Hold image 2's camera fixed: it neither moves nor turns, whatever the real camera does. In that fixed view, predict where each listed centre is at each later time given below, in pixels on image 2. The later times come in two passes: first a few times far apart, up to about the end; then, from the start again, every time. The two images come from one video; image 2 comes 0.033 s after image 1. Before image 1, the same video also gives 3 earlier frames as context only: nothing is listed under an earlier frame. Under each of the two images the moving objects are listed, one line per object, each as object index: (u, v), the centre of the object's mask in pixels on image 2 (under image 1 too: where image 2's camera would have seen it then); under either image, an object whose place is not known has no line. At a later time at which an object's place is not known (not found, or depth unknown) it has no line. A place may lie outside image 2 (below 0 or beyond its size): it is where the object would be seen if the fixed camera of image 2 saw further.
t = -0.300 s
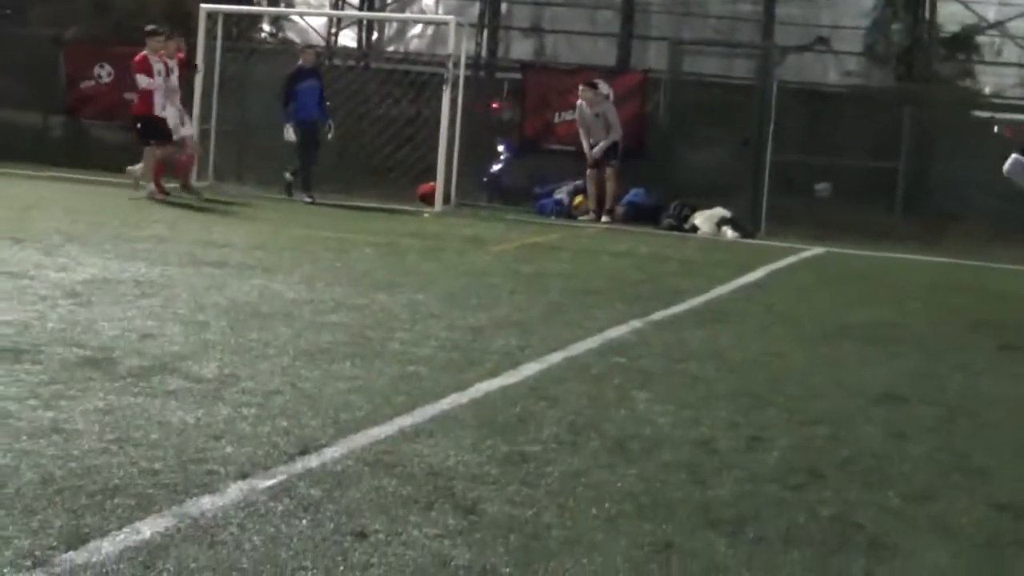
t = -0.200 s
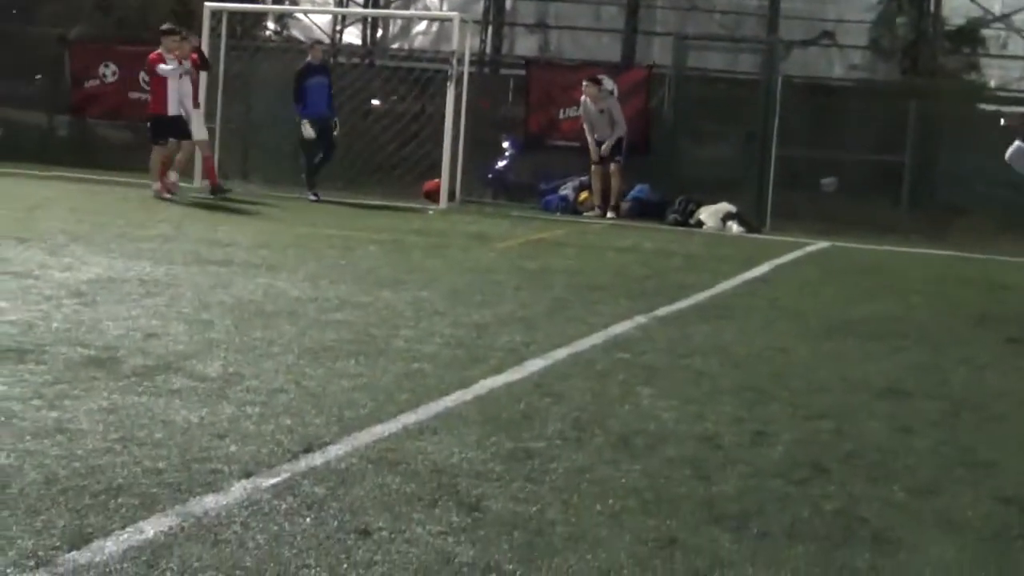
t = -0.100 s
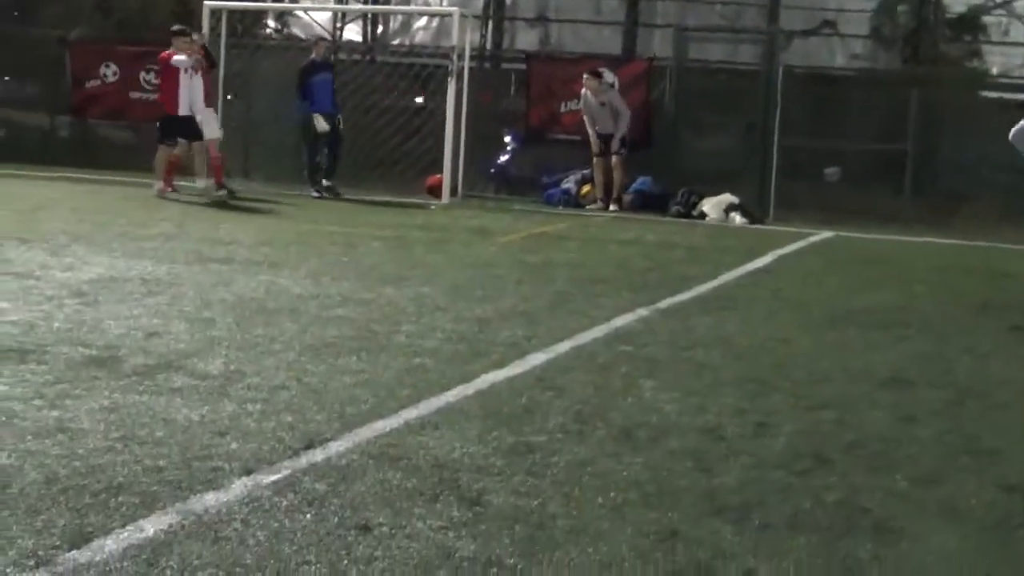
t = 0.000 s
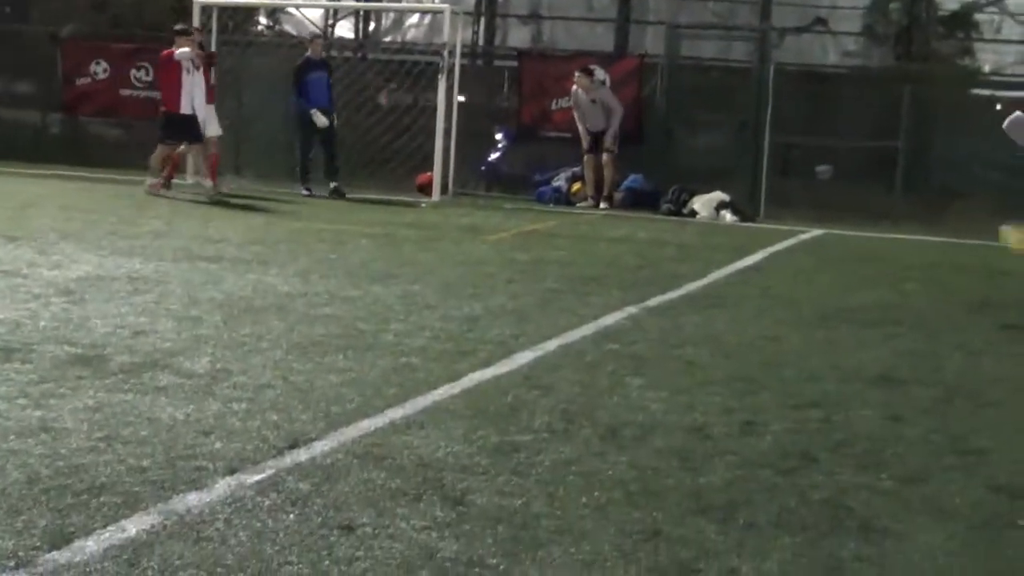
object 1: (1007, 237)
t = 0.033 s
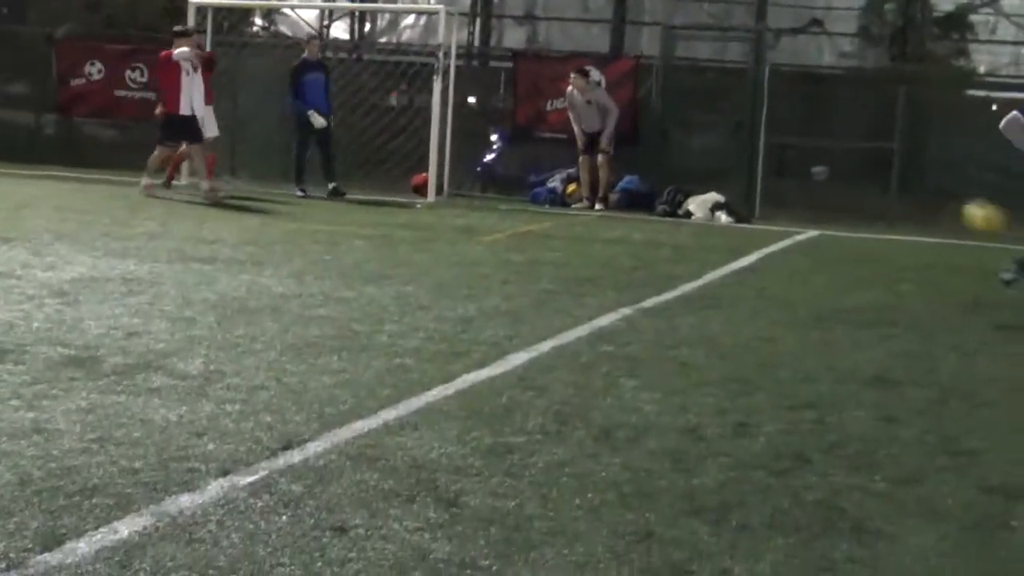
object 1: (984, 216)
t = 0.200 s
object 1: (845, 133)
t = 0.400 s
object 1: (710, 99)
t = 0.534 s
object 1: (635, 103)
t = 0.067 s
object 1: (955, 196)
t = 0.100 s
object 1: (926, 177)
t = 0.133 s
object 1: (898, 160)
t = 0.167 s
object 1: (871, 146)
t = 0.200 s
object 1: (845, 133)
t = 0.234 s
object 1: (821, 123)
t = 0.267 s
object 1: (797, 115)
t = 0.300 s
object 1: (774, 108)
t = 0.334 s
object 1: (751, 104)
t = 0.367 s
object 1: (730, 101)
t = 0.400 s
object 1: (710, 99)
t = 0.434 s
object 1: (690, 98)
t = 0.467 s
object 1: (671, 98)
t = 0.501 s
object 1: (652, 99)
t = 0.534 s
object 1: (635, 103)
